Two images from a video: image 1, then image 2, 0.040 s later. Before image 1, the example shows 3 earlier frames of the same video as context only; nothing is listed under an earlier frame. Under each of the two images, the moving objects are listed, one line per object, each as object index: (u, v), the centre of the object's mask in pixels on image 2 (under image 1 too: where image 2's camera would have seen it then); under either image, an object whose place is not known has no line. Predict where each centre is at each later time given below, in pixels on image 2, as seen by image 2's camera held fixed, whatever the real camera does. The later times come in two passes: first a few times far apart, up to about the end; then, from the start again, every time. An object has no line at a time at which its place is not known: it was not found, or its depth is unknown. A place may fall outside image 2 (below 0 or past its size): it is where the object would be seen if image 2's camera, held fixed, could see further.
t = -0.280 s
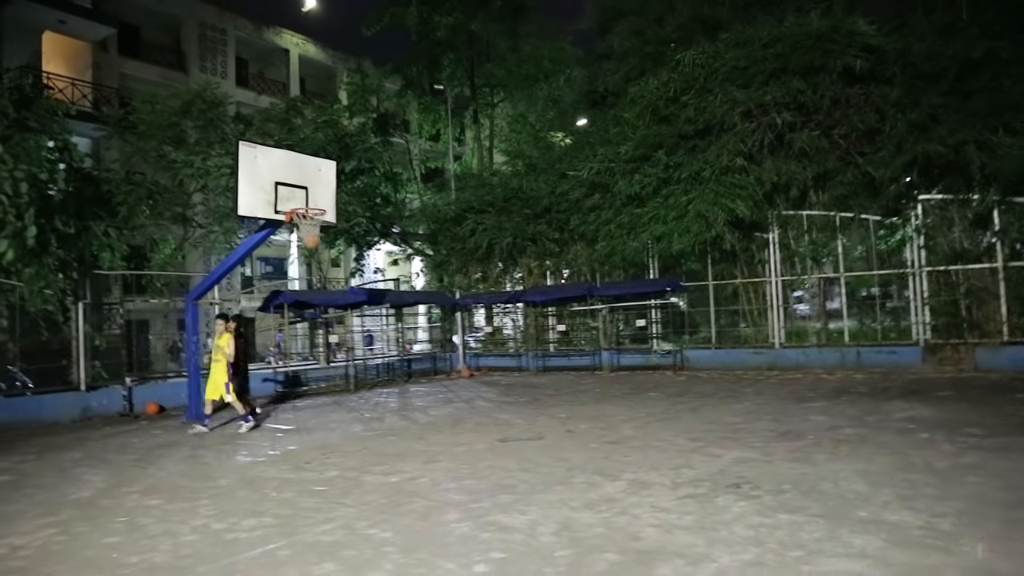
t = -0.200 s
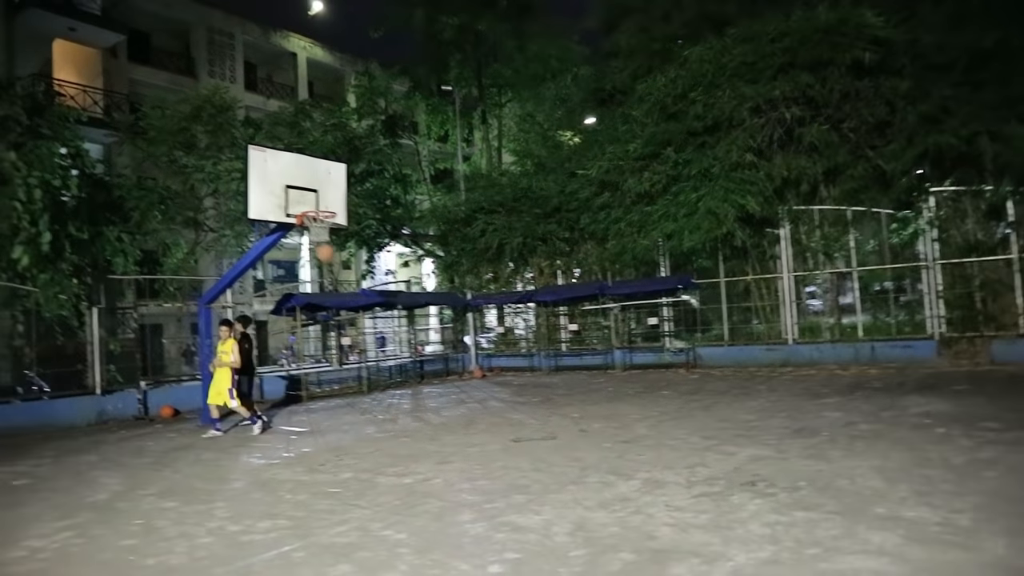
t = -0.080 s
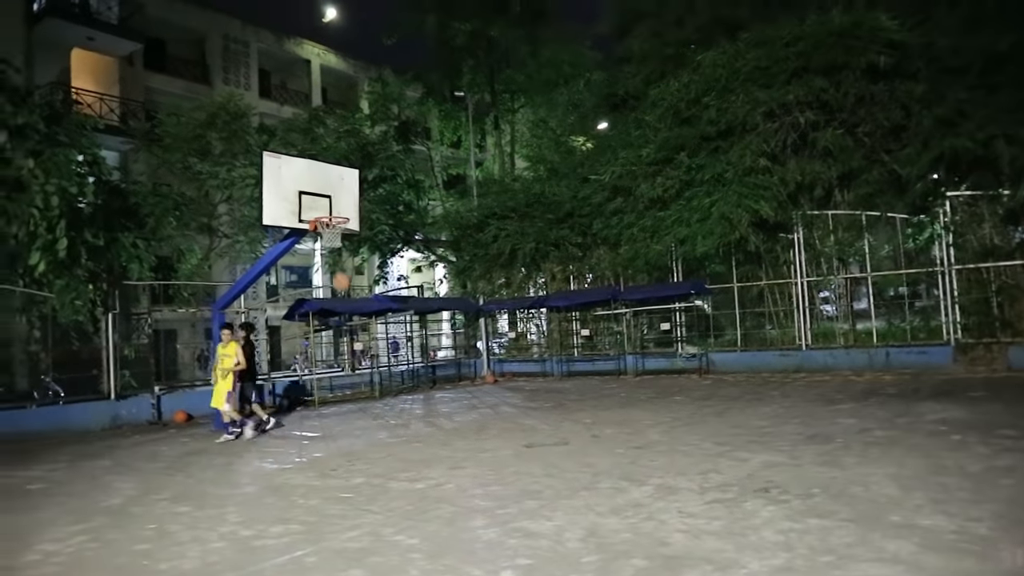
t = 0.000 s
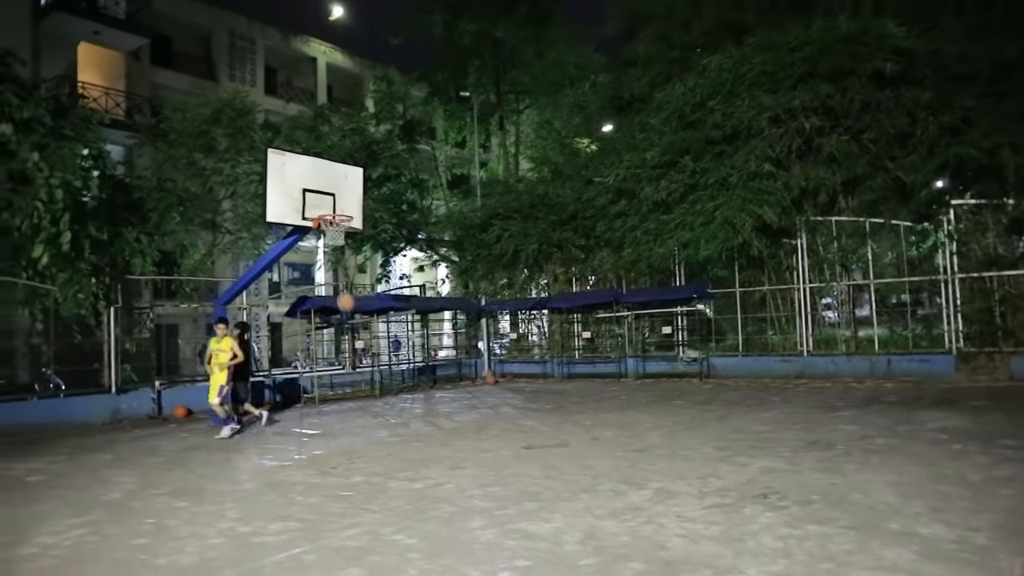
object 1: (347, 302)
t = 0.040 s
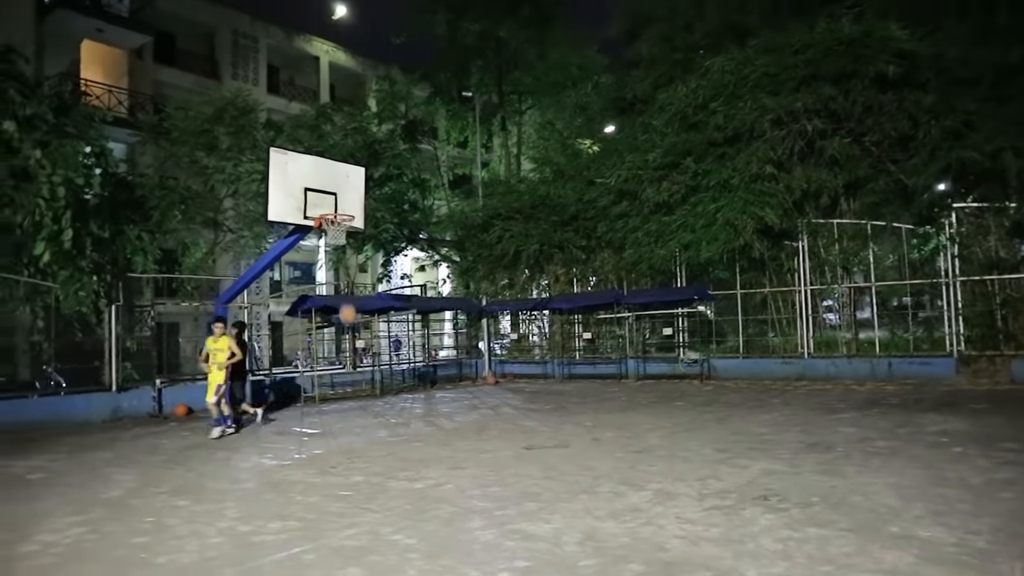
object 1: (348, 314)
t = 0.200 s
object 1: (351, 380)
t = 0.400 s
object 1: (352, 394)
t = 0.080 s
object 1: (348, 328)
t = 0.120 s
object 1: (349, 343)
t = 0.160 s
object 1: (351, 361)
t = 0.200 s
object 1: (351, 380)
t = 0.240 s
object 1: (352, 396)
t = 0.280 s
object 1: (355, 415)
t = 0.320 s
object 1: (357, 425)
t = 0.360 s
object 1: (352, 408)
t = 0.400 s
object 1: (352, 394)
